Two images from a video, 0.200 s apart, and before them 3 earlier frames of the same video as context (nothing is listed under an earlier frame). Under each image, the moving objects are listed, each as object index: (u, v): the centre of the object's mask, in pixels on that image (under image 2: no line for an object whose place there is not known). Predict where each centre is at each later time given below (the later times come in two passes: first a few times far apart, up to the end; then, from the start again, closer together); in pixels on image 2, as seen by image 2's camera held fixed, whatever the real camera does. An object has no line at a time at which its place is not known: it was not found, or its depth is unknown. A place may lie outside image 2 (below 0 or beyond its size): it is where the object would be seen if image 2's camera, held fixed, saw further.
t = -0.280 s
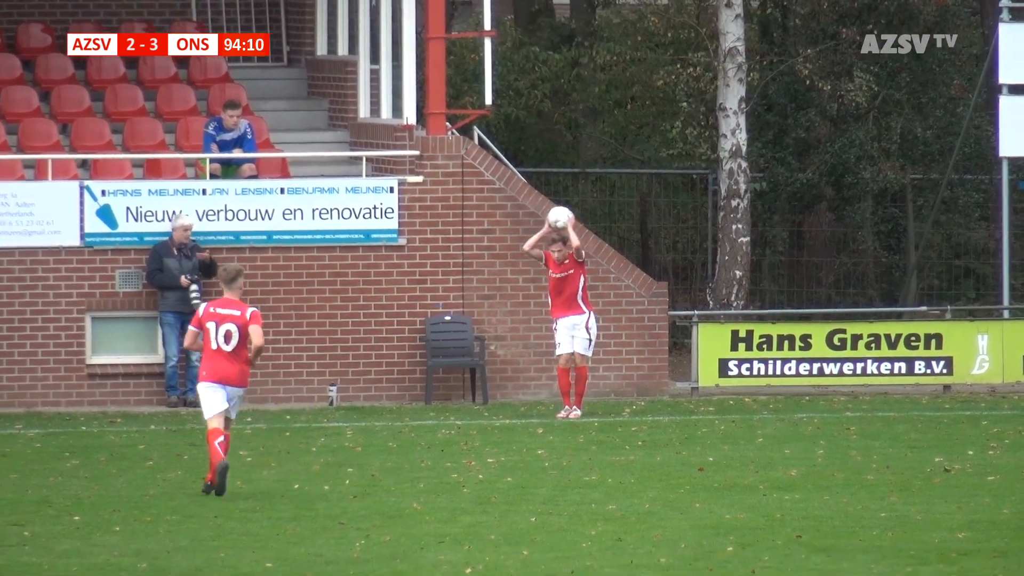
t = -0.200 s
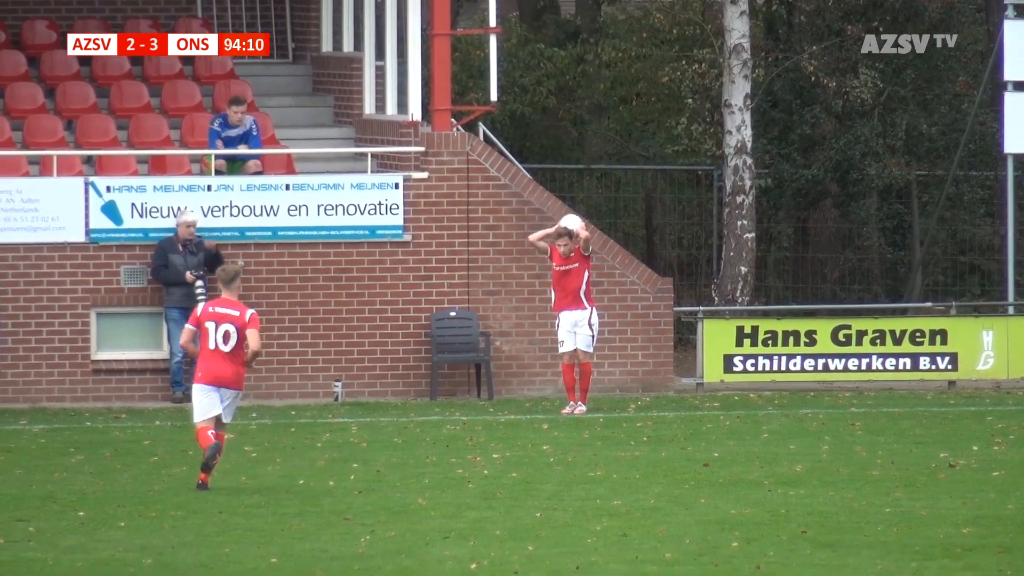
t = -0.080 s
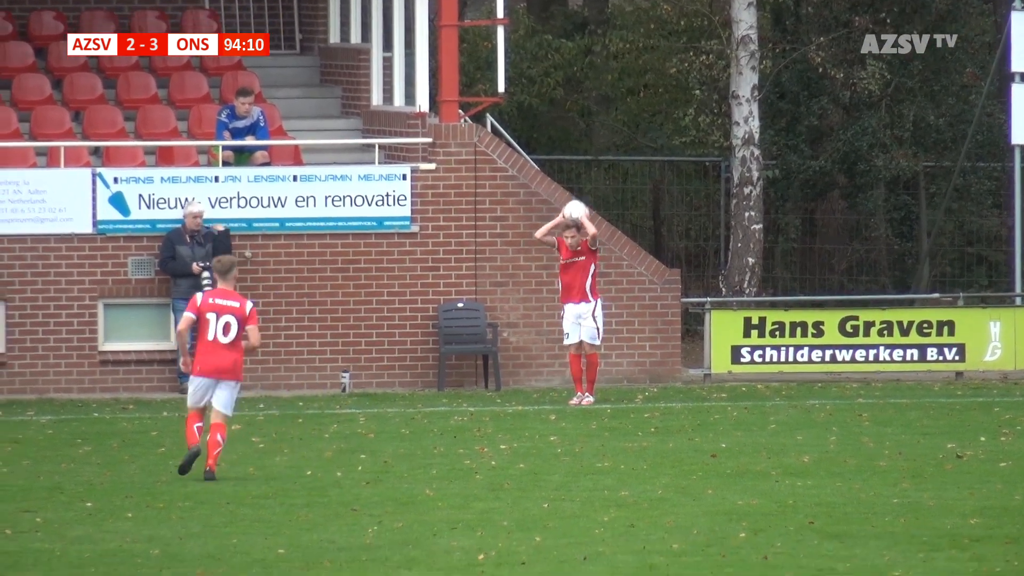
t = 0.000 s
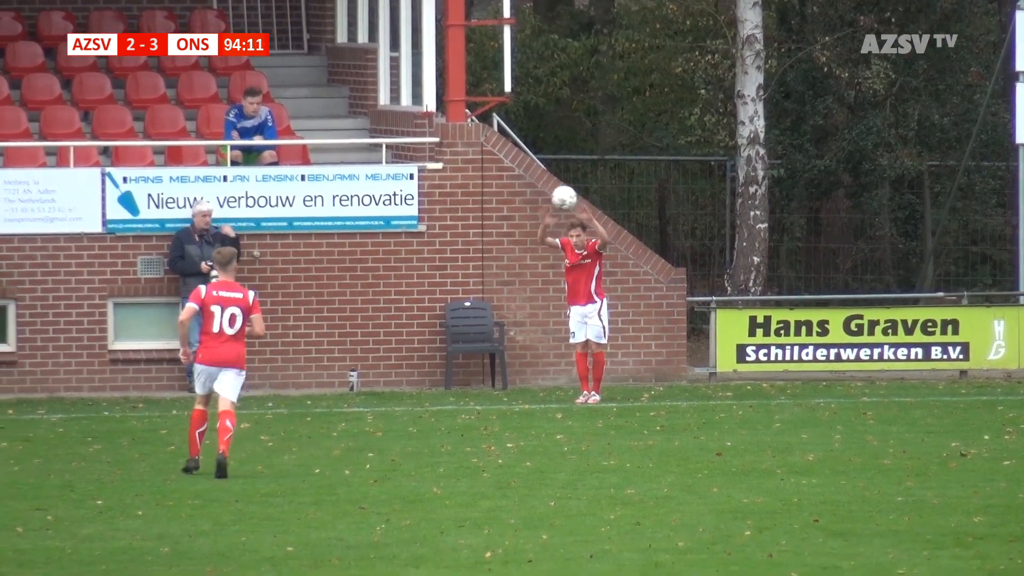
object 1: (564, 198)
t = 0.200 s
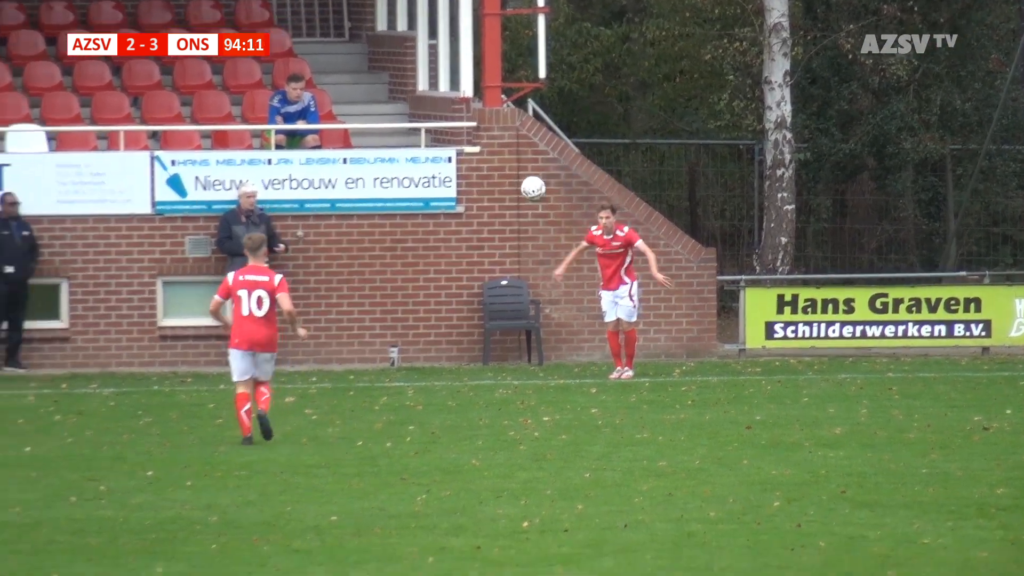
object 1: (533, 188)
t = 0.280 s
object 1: (508, 203)
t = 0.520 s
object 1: (433, 294)
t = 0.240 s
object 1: (520, 194)
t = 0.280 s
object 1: (508, 203)
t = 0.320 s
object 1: (495, 213)
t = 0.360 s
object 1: (483, 225)
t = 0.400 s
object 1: (470, 240)
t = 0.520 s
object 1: (433, 294)
